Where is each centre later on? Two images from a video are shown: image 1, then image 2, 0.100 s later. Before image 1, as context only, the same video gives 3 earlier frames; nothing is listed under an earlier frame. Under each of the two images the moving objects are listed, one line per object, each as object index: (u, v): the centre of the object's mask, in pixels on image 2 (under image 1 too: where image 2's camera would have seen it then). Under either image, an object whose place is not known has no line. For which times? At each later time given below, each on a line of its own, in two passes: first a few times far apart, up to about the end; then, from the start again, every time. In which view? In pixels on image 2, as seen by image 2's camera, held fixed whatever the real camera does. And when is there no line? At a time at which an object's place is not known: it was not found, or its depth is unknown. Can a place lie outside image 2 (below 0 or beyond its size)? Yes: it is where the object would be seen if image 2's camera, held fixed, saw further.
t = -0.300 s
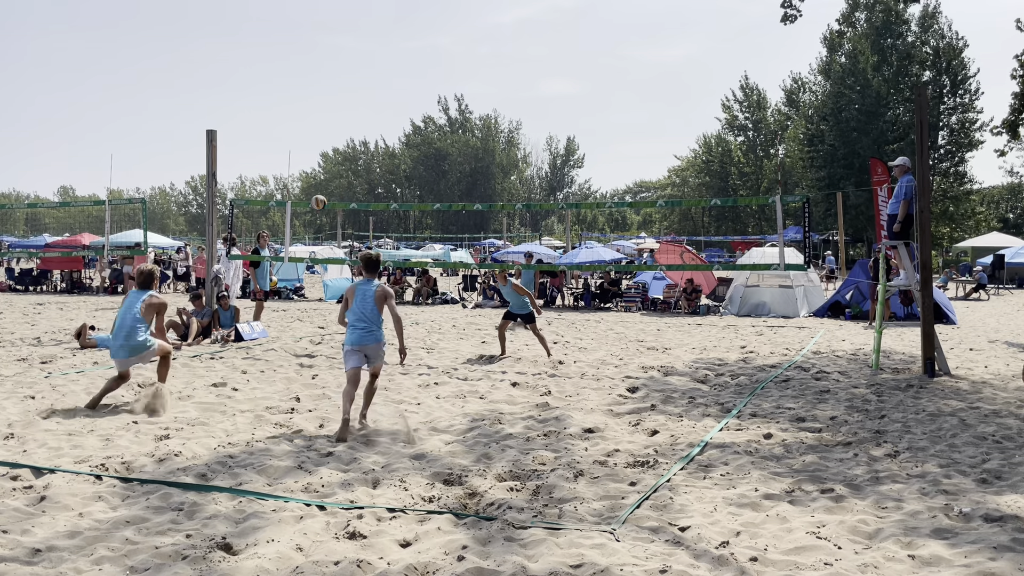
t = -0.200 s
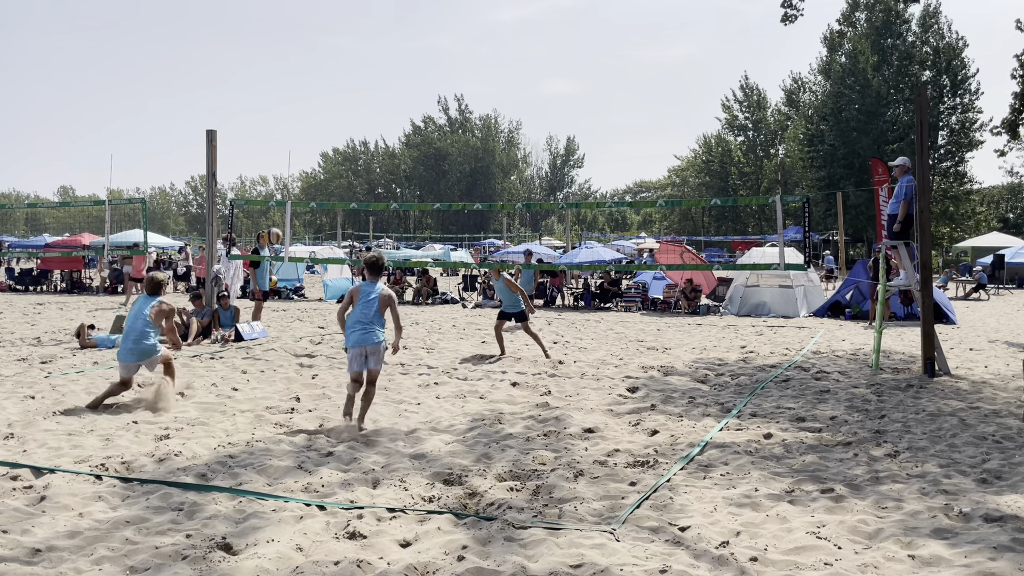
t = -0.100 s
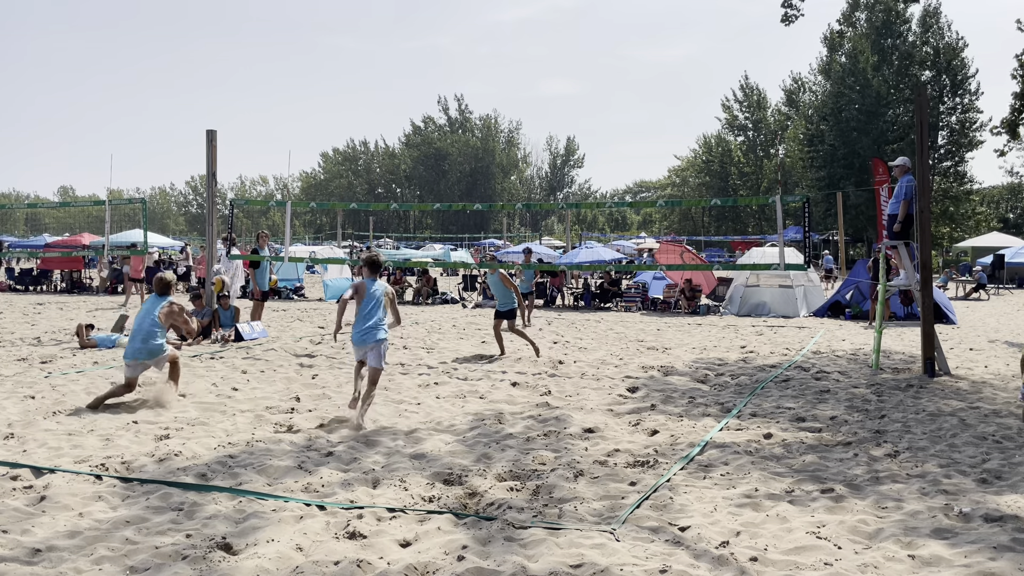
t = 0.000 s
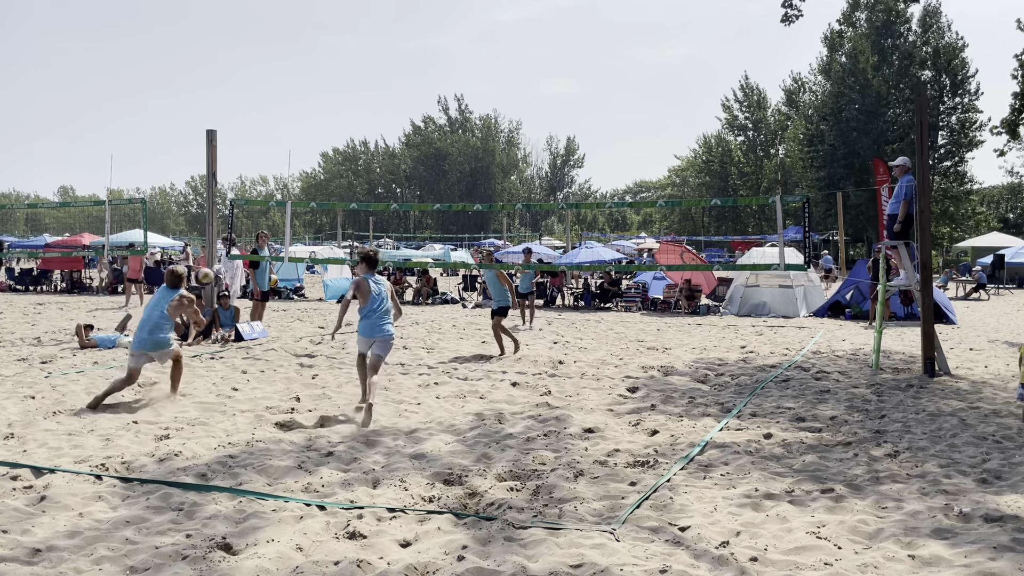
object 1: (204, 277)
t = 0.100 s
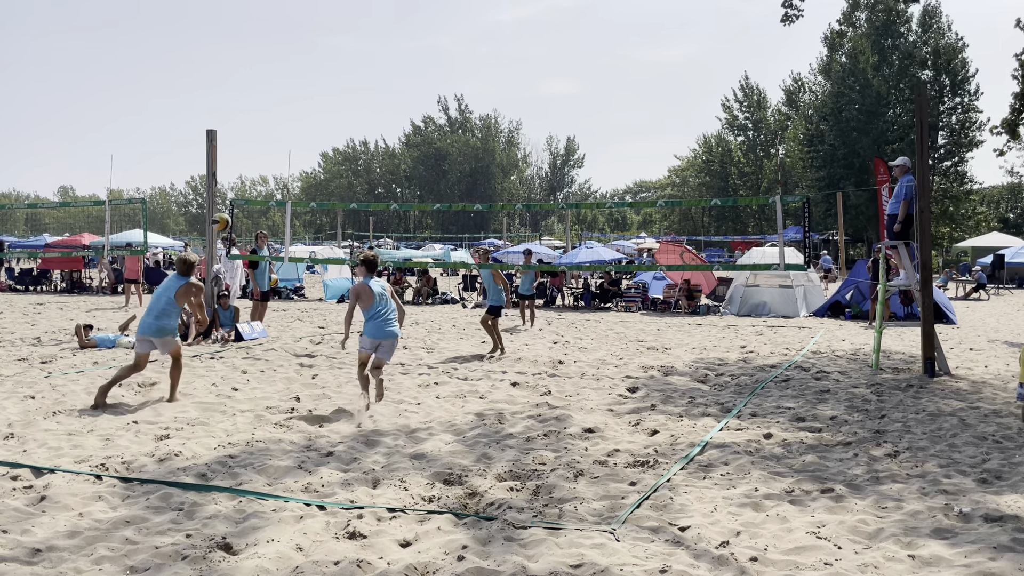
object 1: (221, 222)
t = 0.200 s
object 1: (237, 177)
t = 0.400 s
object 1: (266, 114)
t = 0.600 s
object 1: (292, 86)
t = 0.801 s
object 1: (316, 91)
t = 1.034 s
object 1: (342, 136)
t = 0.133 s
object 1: (227, 206)
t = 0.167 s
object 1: (232, 191)
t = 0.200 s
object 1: (237, 177)
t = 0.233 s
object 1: (242, 164)
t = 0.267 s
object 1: (247, 152)
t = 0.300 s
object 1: (252, 141)
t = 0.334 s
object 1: (257, 131)
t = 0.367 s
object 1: (261, 122)
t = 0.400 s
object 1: (266, 114)
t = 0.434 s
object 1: (271, 107)
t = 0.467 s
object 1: (275, 100)
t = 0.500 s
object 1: (279, 96)
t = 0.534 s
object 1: (283, 90)
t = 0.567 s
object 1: (288, 88)
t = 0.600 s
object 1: (292, 86)
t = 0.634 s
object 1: (296, 84)
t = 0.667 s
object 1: (300, 84)
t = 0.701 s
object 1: (304, 84)
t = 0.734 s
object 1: (308, 85)
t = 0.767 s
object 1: (312, 87)
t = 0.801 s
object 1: (316, 91)
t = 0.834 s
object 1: (320, 95)
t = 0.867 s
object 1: (324, 99)
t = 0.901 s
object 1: (327, 105)
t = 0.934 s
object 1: (331, 111)
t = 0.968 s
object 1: (335, 119)
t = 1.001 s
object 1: (339, 127)
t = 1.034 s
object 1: (342, 136)
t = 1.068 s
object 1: (346, 145)
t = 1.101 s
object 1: (350, 156)
